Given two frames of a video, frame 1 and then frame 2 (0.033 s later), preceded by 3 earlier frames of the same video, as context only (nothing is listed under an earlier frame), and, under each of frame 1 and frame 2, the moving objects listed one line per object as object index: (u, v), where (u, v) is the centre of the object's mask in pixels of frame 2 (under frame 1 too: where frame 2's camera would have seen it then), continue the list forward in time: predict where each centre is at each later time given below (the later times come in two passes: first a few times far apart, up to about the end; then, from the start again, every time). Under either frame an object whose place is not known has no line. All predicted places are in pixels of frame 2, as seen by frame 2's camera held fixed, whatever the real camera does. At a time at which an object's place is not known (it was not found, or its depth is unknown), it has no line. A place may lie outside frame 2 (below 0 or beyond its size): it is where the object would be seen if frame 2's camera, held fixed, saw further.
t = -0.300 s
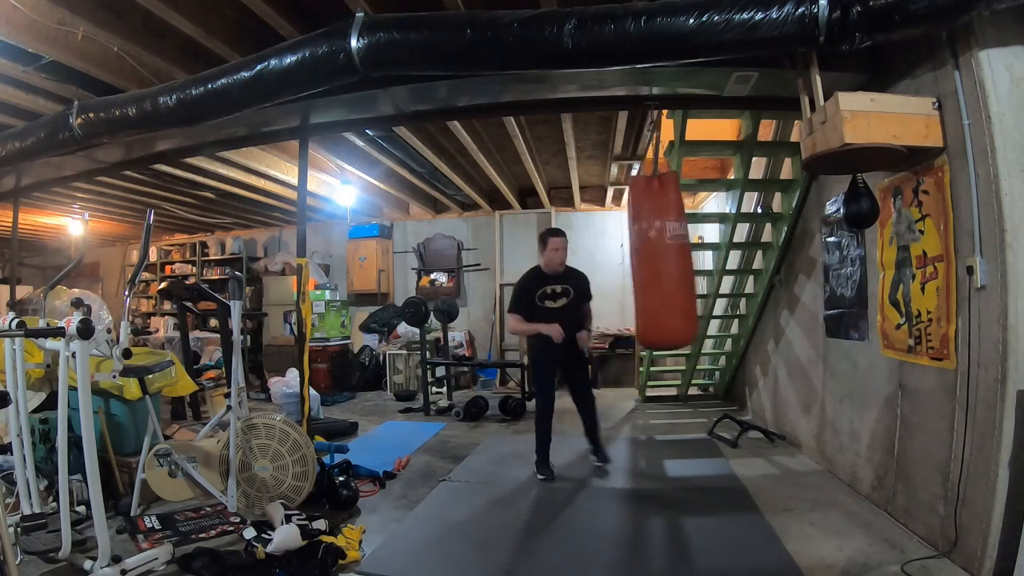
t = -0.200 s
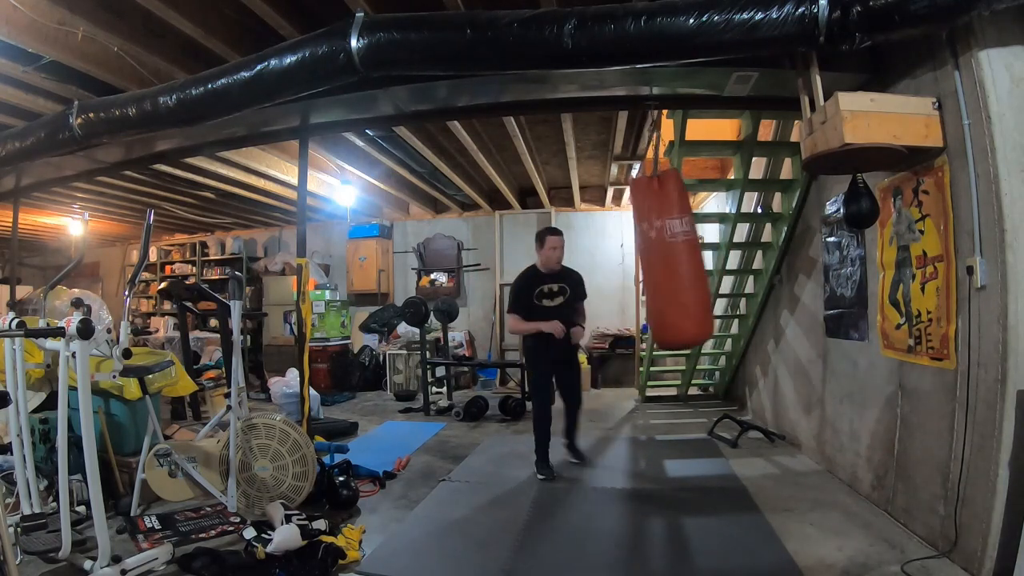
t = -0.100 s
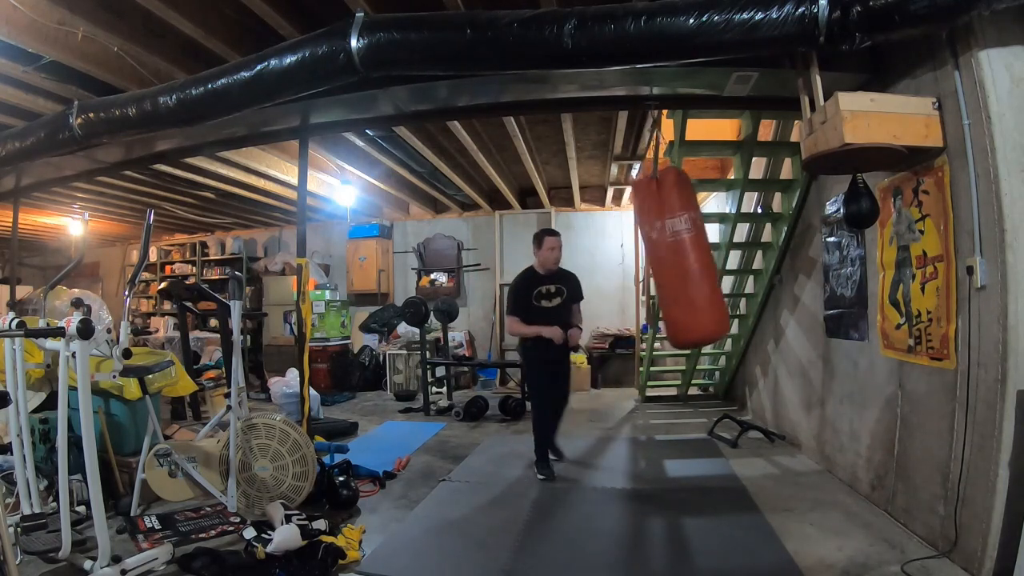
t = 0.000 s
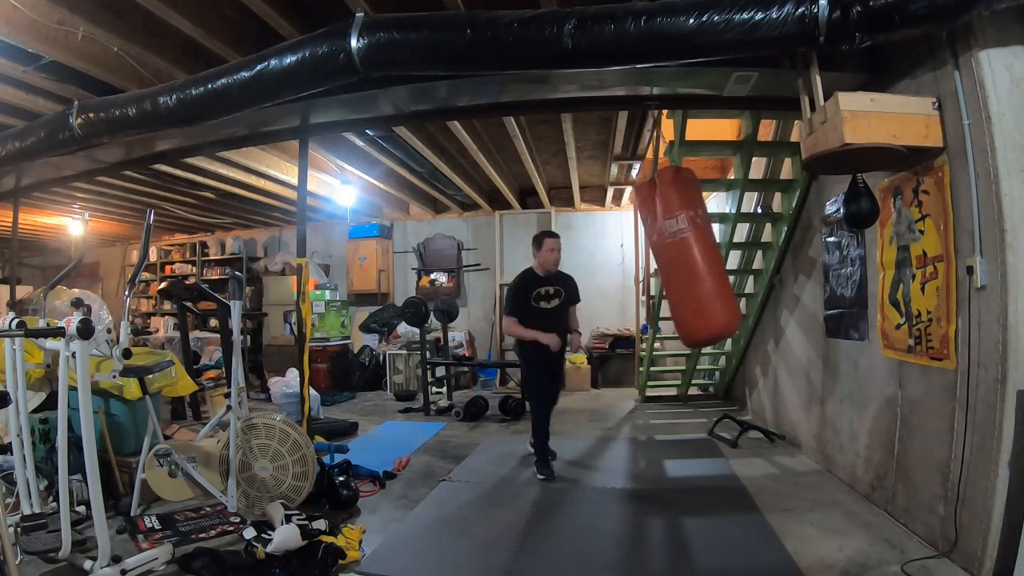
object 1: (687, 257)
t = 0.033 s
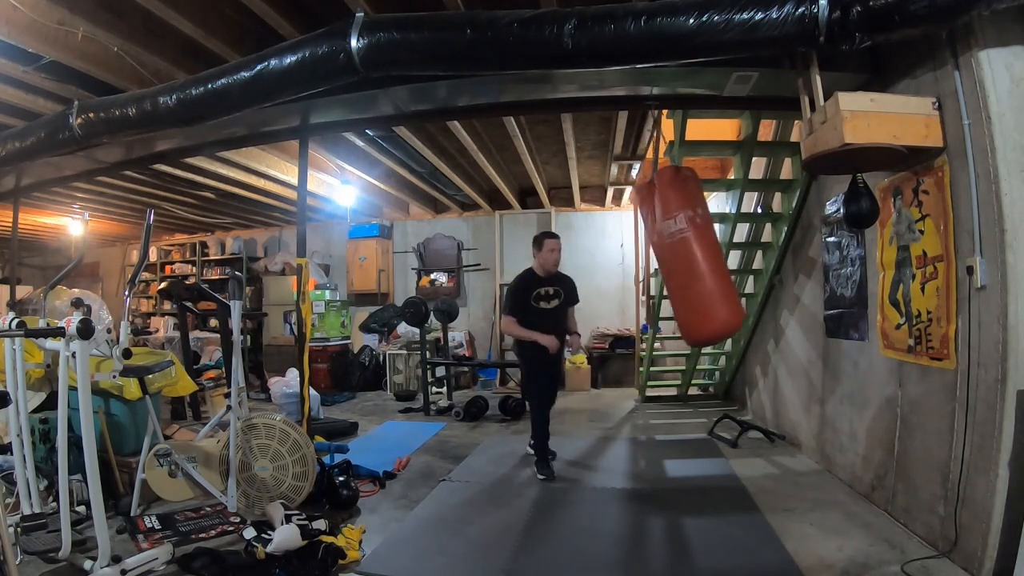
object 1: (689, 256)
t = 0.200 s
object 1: (695, 256)
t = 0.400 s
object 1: (690, 259)
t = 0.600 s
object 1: (673, 261)
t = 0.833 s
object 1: (651, 262)
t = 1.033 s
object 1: (636, 260)
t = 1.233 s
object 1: (630, 261)
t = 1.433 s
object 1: (635, 261)
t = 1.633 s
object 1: (649, 260)
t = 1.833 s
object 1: (668, 260)
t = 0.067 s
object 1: (692, 256)
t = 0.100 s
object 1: (693, 256)
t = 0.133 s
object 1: (694, 256)
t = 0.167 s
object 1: (695, 256)
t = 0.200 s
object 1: (695, 256)
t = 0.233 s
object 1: (696, 257)
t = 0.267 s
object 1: (696, 257)
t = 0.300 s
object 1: (695, 257)
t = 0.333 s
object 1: (694, 258)
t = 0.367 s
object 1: (692, 258)
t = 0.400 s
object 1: (690, 259)
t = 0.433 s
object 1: (688, 259)
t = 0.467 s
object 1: (686, 260)
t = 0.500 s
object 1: (683, 260)
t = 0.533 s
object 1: (680, 260)
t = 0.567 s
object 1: (676, 260)
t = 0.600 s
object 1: (673, 261)
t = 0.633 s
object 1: (670, 261)
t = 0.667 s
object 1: (667, 261)
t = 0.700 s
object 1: (664, 262)
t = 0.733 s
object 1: (661, 262)
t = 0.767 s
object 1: (657, 262)
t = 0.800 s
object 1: (654, 262)
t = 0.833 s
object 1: (651, 262)
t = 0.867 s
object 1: (648, 261)
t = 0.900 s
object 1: (646, 261)
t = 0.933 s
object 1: (643, 261)
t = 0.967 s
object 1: (640, 261)
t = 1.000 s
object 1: (638, 260)
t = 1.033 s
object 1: (636, 260)
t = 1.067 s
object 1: (634, 260)
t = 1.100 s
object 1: (633, 260)
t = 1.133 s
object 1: (632, 260)
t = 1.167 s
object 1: (631, 260)
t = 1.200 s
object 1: (630, 261)
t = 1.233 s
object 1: (630, 261)
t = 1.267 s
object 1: (630, 261)
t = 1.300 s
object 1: (630, 261)
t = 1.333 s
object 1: (631, 260)
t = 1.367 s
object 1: (632, 260)
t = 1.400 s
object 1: (633, 261)
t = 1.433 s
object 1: (635, 261)
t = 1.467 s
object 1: (637, 261)
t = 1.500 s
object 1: (639, 261)
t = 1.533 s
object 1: (642, 261)
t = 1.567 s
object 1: (644, 261)
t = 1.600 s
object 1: (647, 261)
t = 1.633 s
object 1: (649, 260)
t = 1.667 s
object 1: (652, 261)
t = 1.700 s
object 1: (655, 260)
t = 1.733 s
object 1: (659, 260)
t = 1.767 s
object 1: (662, 260)
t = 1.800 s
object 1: (665, 260)
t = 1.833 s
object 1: (668, 260)
